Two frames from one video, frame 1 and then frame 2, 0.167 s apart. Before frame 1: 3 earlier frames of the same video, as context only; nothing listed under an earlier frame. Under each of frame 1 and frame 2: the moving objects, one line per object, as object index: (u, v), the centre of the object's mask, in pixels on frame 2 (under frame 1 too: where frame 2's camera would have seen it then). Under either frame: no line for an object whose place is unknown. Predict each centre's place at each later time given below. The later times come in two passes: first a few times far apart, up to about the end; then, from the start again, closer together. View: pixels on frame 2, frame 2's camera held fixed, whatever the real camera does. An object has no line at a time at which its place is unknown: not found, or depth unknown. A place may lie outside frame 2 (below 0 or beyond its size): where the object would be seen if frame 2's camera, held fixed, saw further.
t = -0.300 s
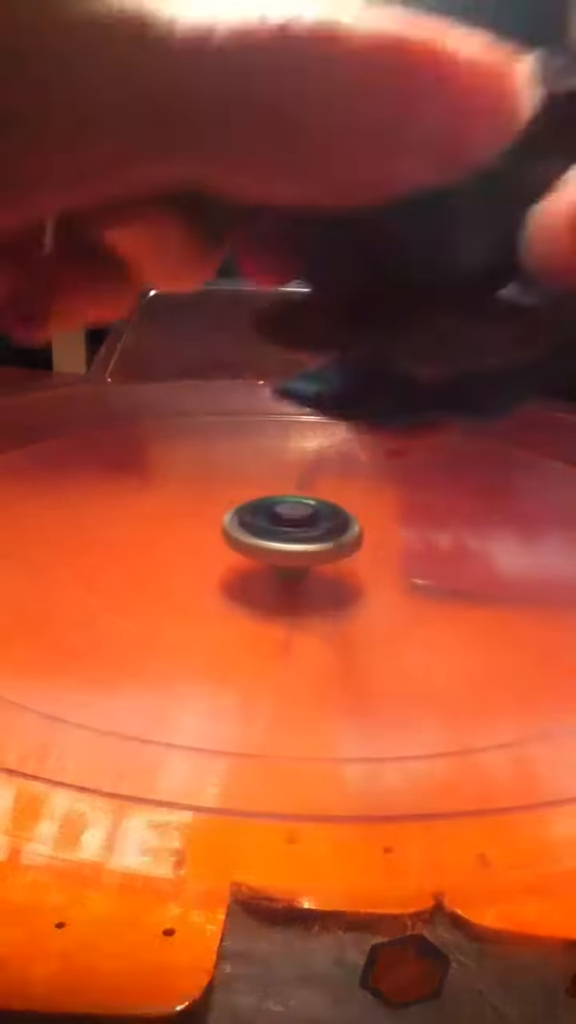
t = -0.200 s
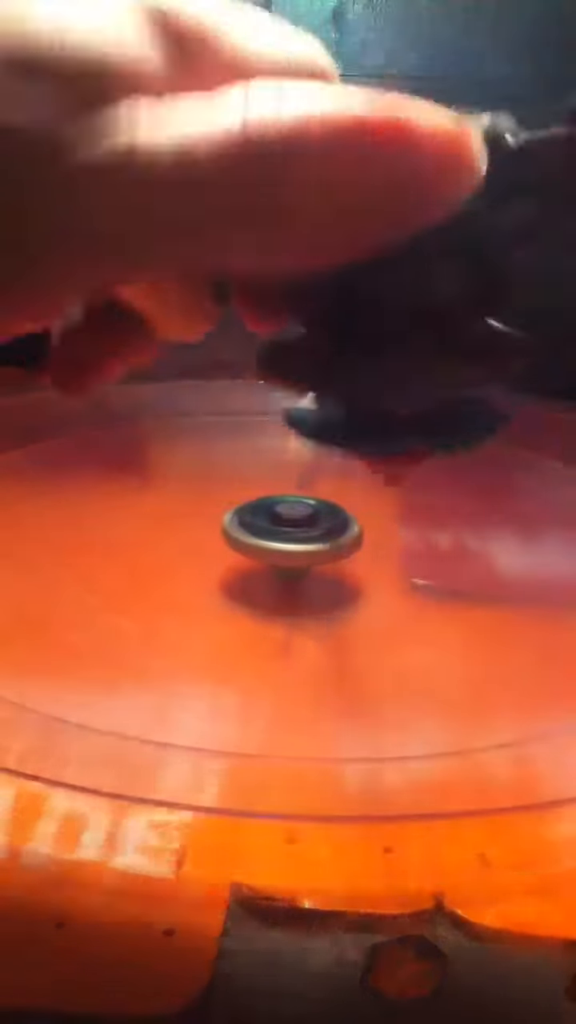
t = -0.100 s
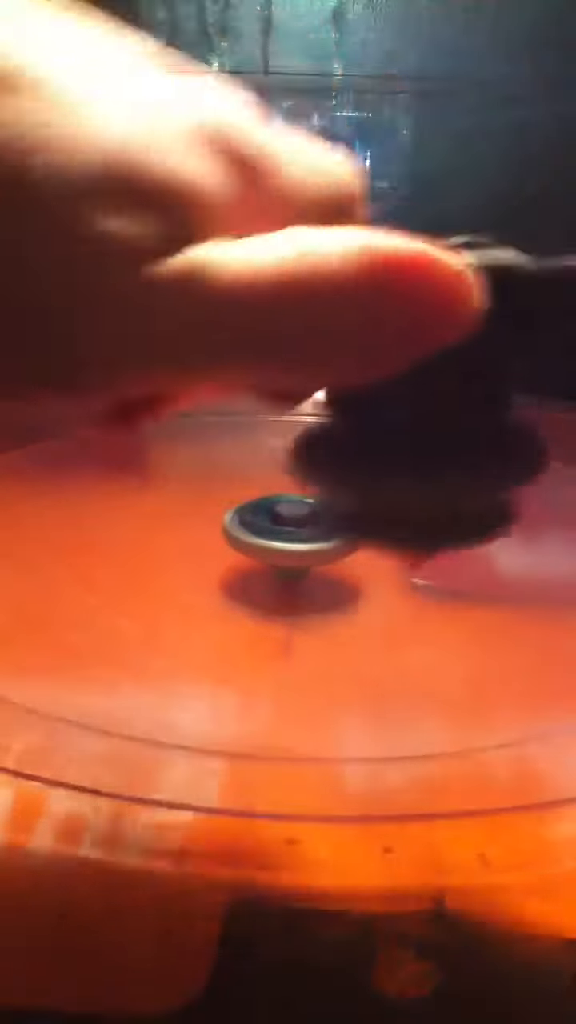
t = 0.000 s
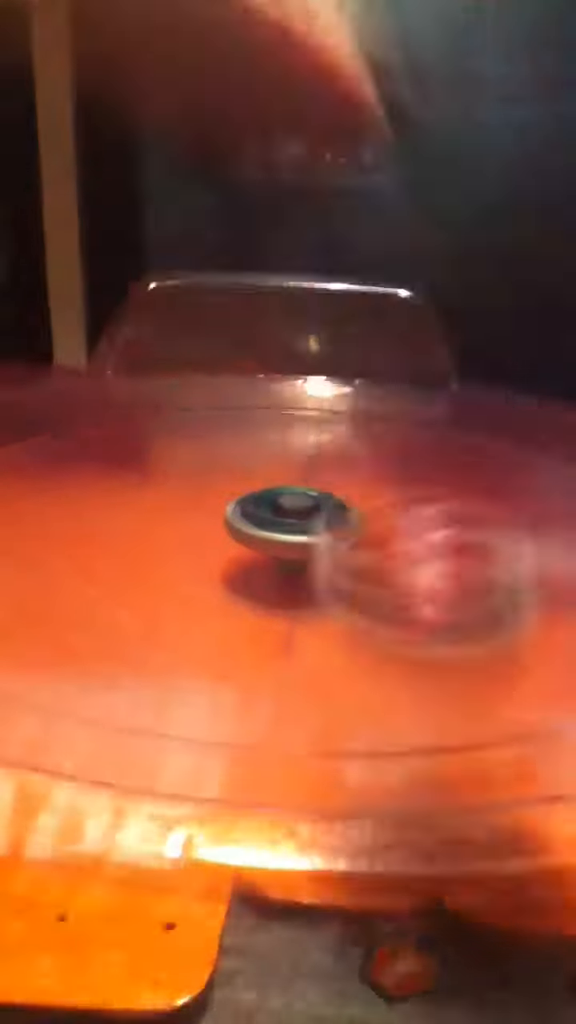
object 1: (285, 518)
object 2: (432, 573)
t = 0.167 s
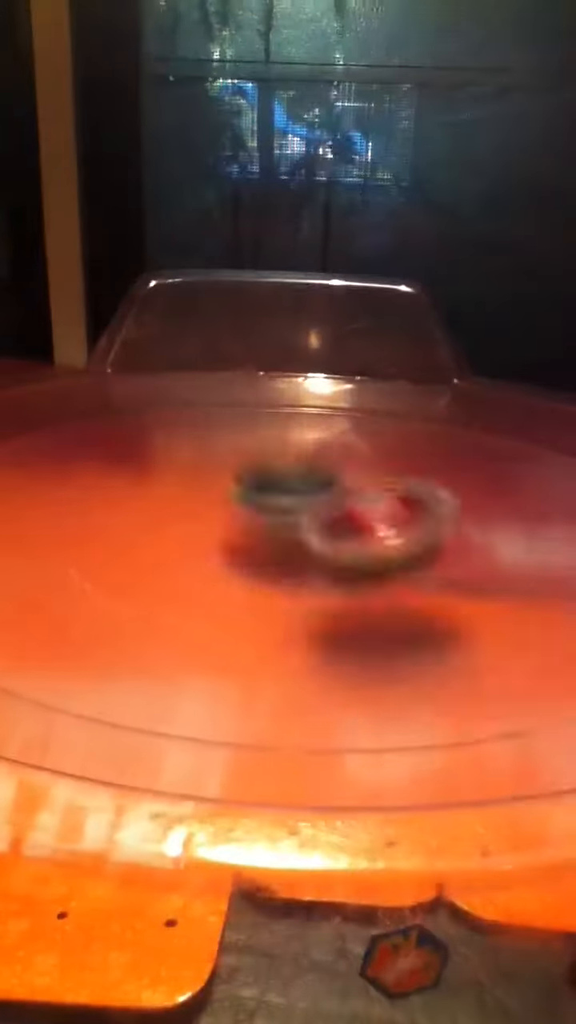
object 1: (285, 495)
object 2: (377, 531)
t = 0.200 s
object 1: (263, 448)
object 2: (415, 586)
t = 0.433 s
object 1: (174, 382)
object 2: (537, 628)
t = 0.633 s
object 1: (135, 462)
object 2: (540, 588)
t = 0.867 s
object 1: (201, 530)
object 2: (455, 561)
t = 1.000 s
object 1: (32, 462)
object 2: (549, 571)
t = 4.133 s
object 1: (73, 615)
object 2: (490, 405)
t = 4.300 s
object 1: (249, 618)
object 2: (360, 414)
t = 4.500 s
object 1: (339, 577)
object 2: (225, 457)
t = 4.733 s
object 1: (338, 536)
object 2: (138, 526)
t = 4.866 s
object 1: (330, 522)
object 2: (143, 569)
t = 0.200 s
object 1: (263, 448)
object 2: (415, 586)
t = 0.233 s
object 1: (247, 412)
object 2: (444, 599)
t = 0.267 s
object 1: (233, 385)
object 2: (471, 613)
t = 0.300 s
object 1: (209, 360)
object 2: (491, 626)
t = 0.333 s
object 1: (197, 352)
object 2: (504, 632)
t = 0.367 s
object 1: (189, 358)
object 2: (516, 634)
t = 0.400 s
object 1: (184, 367)
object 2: (528, 634)
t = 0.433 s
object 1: (174, 382)
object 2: (537, 628)
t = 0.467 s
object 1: (161, 394)
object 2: (541, 622)
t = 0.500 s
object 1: (151, 406)
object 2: (544, 616)
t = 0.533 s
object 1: (144, 419)
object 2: (545, 608)
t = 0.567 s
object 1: (138, 433)
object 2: (545, 601)
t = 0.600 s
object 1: (134, 447)
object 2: (543, 595)
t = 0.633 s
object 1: (135, 462)
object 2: (540, 588)
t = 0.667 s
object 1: (139, 473)
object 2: (535, 582)
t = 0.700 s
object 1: (146, 484)
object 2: (531, 577)
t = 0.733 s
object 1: (155, 494)
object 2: (524, 572)
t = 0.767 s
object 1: (164, 503)
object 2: (516, 567)
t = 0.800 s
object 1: (175, 513)
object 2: (503, 562)
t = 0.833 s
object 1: (187, 522)
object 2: (483, 561)
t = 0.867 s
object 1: (201, 530)
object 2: (455, 561)
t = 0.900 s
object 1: (218, 538)
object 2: (423, 562)
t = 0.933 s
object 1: (200, 533)
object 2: (403, 563)
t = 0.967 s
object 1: (82, 496)
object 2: (486, 569)
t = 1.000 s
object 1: (32, 462)
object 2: (549, 571)
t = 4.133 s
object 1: (73, 615)
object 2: (490, 405)
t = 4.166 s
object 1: (107, 622)
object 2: (466, 405)
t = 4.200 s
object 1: (148, 624)
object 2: (442, 406)
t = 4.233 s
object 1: (185, 623)
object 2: (413, 408)
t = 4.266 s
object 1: (218, 622)
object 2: (388, 410)
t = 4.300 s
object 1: (249, 618)
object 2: (360, 414)
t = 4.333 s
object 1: (275, 613)
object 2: (334, 421)
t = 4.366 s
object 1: (296, 607)
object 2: (310, 427)
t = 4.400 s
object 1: (313, 600)
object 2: (286, 434)
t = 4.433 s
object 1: (325, 592)
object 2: (263, 442)
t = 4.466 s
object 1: (333, 584)
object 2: (243, 449)
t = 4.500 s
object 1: (339, 577)
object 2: (225, 457)
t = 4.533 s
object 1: (343, 570)
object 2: (206, 467)
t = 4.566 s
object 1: (345, 563)
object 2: (189, 476)
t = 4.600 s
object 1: (343, 556)
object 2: (174, 485)
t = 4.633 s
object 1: (341, 549)
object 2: (161, 495)
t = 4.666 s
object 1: (340, 544)
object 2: (151, 505)
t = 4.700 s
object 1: (339, 540)
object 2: (143, 516)
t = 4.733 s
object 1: (338, 536)
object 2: (138, 526)
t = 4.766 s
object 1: (336, 532)
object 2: (135, 537)
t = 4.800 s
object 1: (334, 528)
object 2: (134, 548)
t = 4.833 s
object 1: (331, 525)
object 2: (137, 558)
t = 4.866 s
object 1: (330, 522)
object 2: (143, 569)
